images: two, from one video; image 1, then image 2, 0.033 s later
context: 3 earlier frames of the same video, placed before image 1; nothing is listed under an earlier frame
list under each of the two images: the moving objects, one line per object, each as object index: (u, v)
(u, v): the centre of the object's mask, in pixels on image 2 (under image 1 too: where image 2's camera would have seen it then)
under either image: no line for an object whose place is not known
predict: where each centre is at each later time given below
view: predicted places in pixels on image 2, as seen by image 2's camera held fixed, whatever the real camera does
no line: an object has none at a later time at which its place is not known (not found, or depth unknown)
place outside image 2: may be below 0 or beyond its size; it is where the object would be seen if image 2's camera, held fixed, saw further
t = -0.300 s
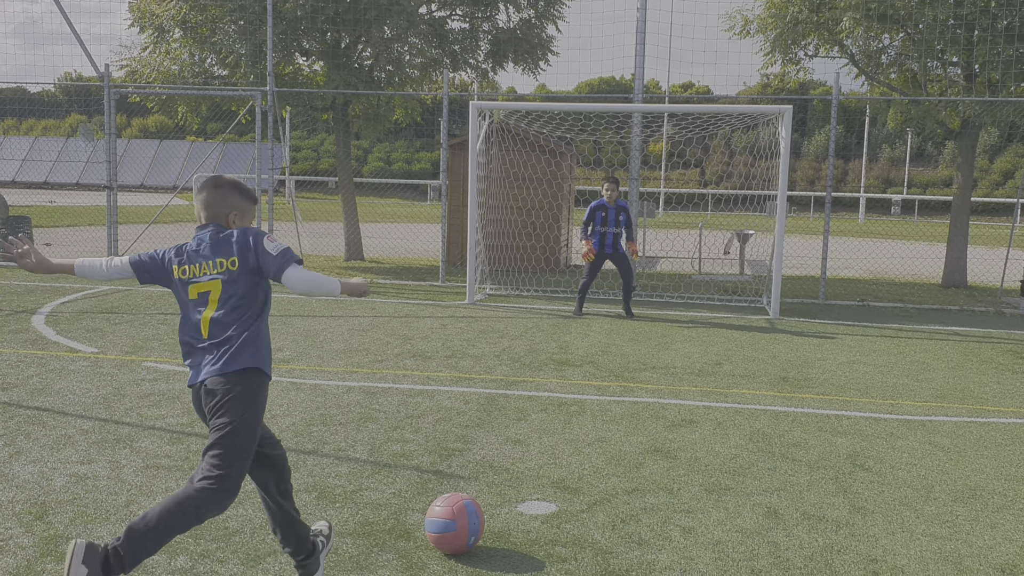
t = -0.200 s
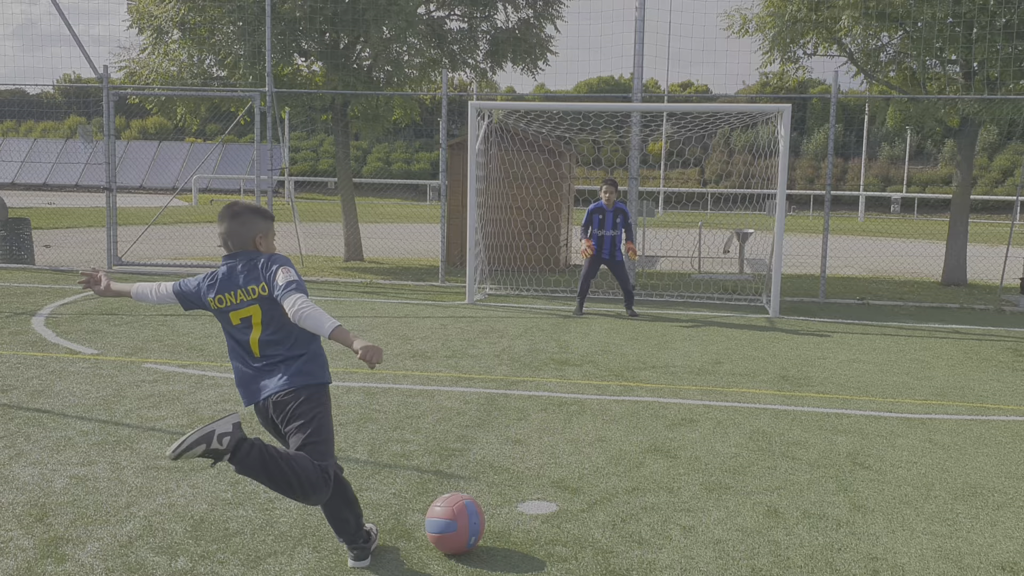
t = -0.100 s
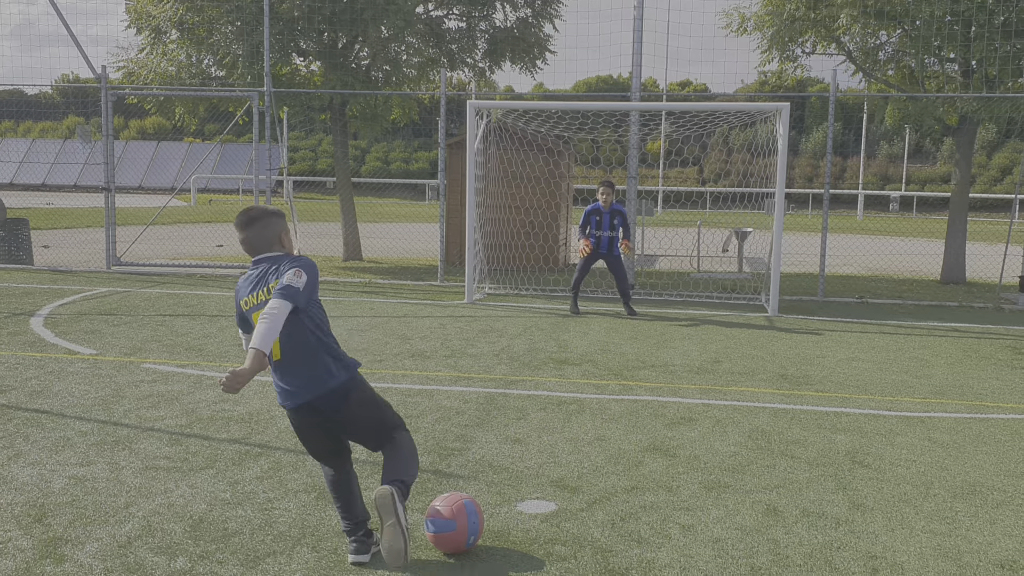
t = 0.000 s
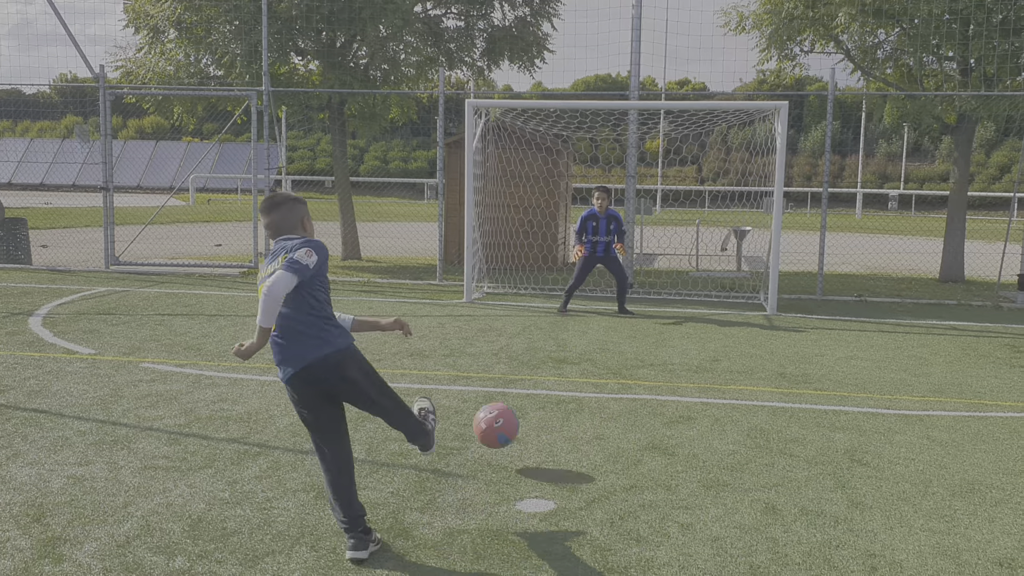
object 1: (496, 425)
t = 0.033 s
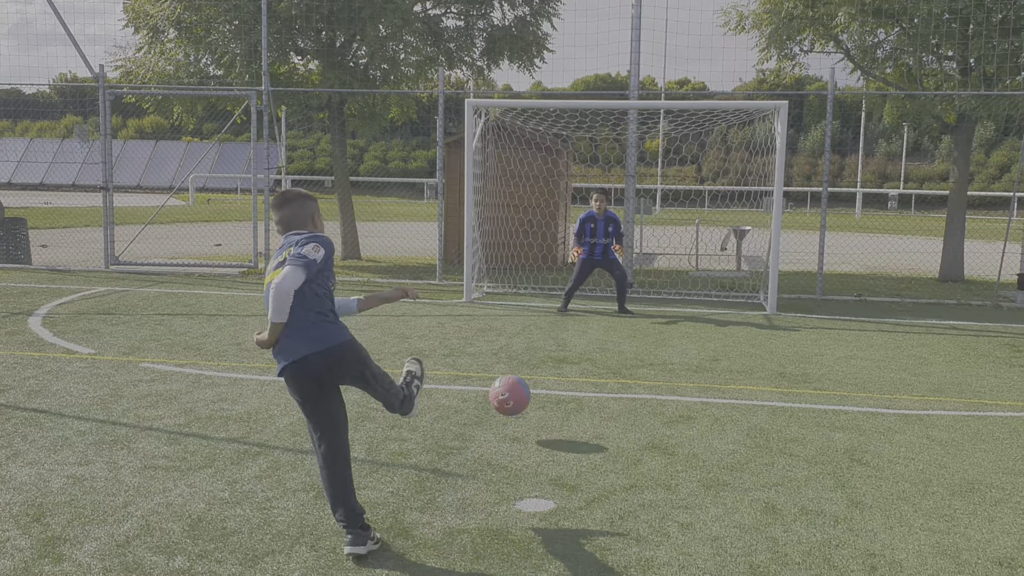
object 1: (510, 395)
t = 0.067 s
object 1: (521, 372)
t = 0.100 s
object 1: (531, 354)
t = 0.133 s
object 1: (539, 340)
